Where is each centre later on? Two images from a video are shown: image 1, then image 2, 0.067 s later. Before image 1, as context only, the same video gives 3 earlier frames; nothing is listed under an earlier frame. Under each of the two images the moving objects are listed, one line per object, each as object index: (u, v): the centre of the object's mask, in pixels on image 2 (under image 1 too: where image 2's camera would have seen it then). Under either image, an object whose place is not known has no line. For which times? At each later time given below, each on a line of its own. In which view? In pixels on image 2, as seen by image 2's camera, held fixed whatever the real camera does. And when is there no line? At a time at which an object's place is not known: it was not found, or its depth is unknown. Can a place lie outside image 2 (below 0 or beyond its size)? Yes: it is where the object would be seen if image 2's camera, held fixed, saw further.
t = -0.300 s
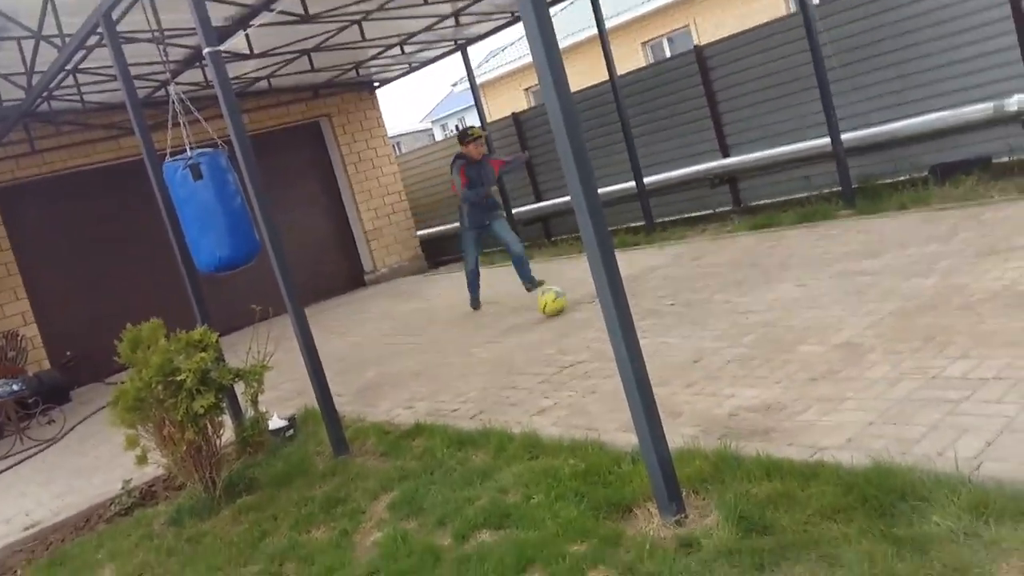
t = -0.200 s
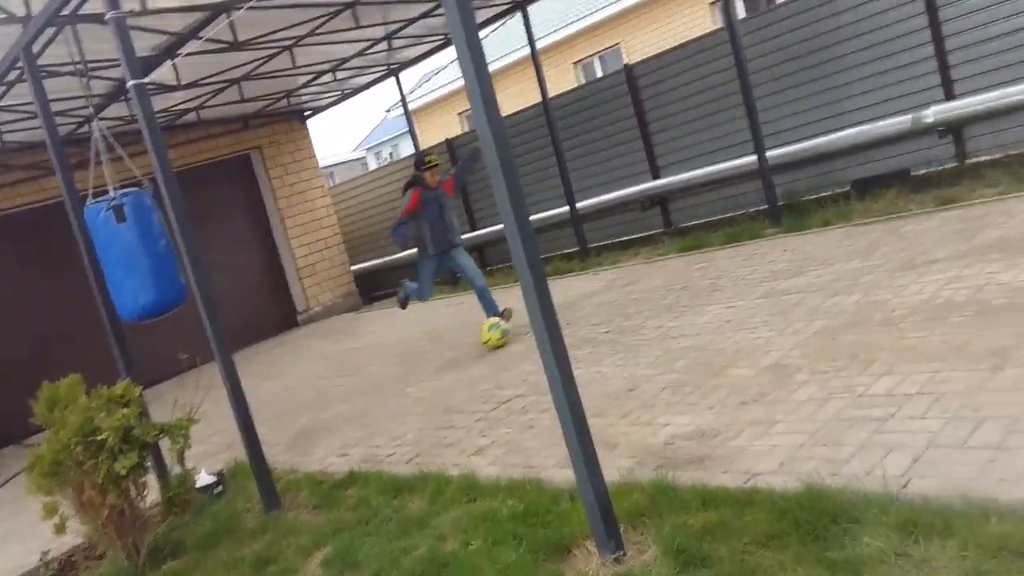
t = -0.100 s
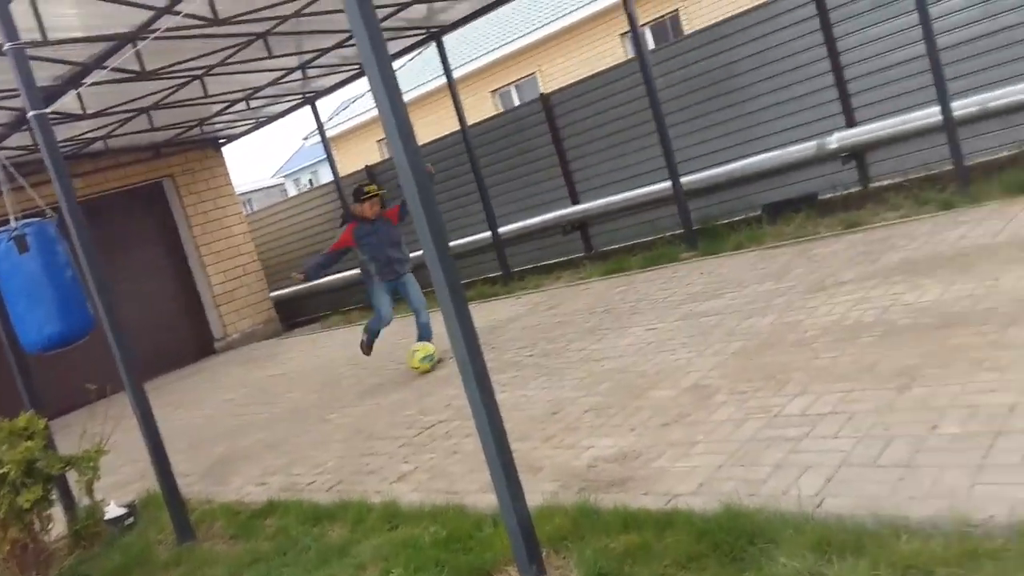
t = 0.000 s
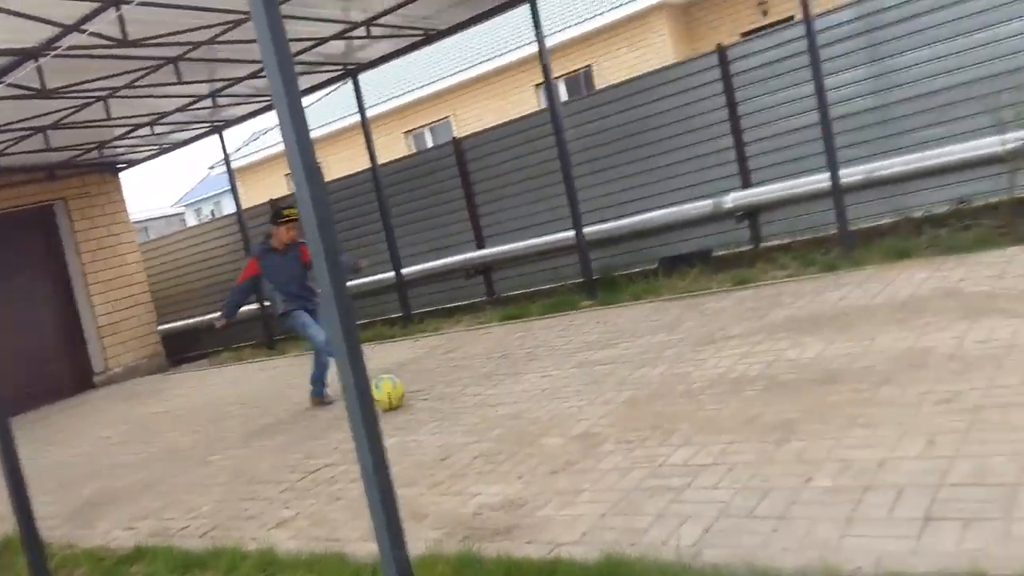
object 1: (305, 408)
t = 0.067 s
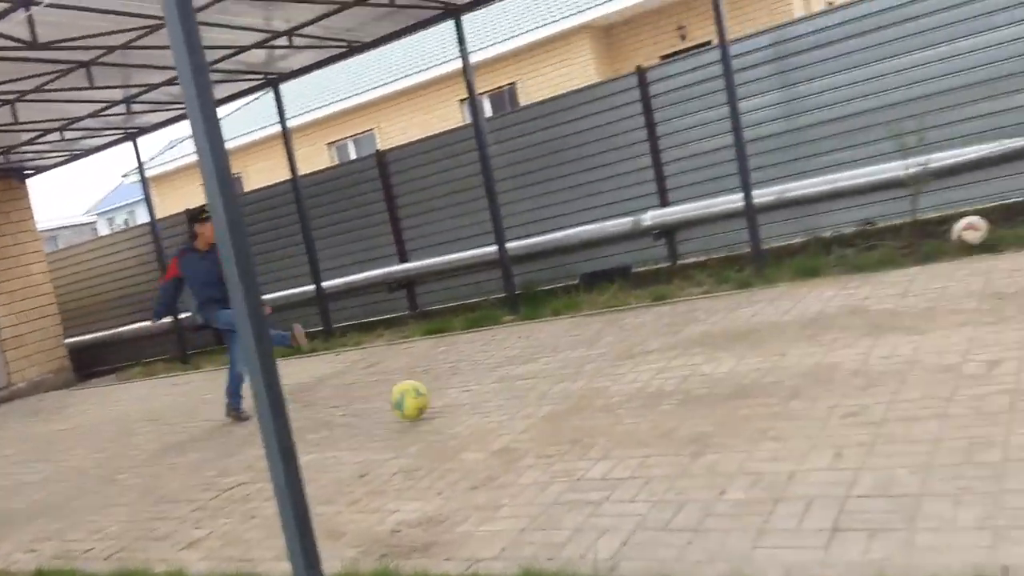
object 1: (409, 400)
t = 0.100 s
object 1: (472, 398)
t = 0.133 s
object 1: (534, 388)
